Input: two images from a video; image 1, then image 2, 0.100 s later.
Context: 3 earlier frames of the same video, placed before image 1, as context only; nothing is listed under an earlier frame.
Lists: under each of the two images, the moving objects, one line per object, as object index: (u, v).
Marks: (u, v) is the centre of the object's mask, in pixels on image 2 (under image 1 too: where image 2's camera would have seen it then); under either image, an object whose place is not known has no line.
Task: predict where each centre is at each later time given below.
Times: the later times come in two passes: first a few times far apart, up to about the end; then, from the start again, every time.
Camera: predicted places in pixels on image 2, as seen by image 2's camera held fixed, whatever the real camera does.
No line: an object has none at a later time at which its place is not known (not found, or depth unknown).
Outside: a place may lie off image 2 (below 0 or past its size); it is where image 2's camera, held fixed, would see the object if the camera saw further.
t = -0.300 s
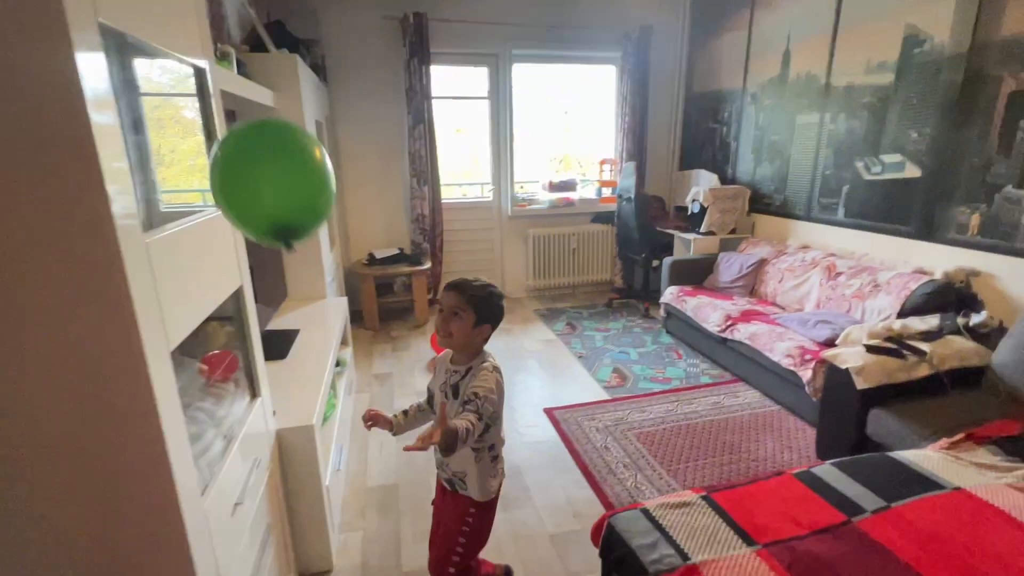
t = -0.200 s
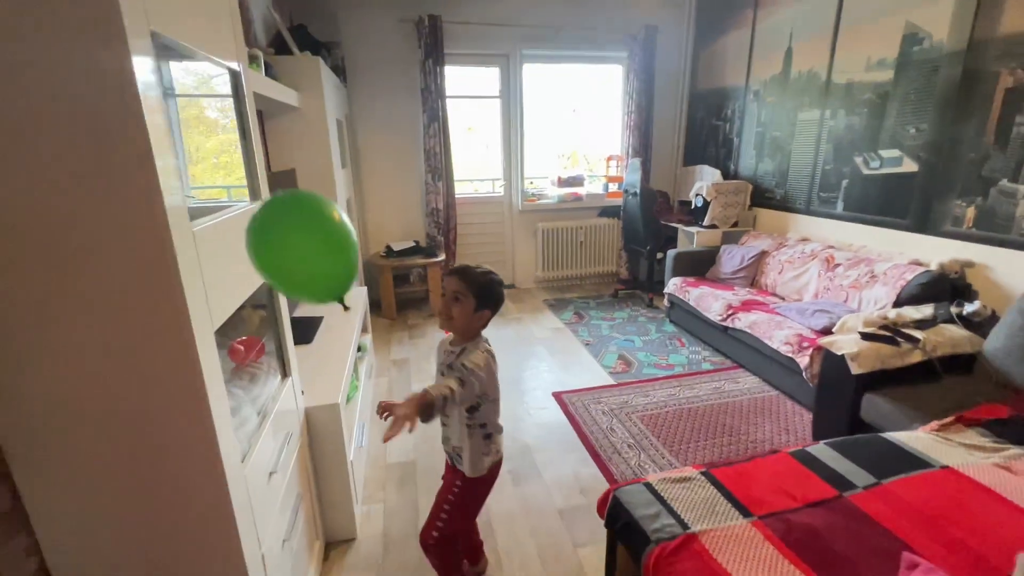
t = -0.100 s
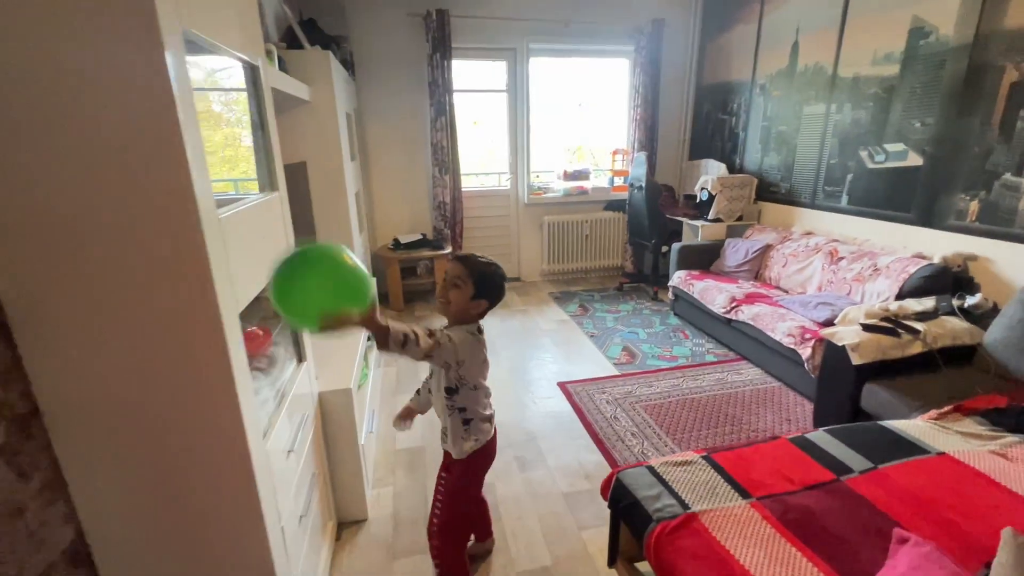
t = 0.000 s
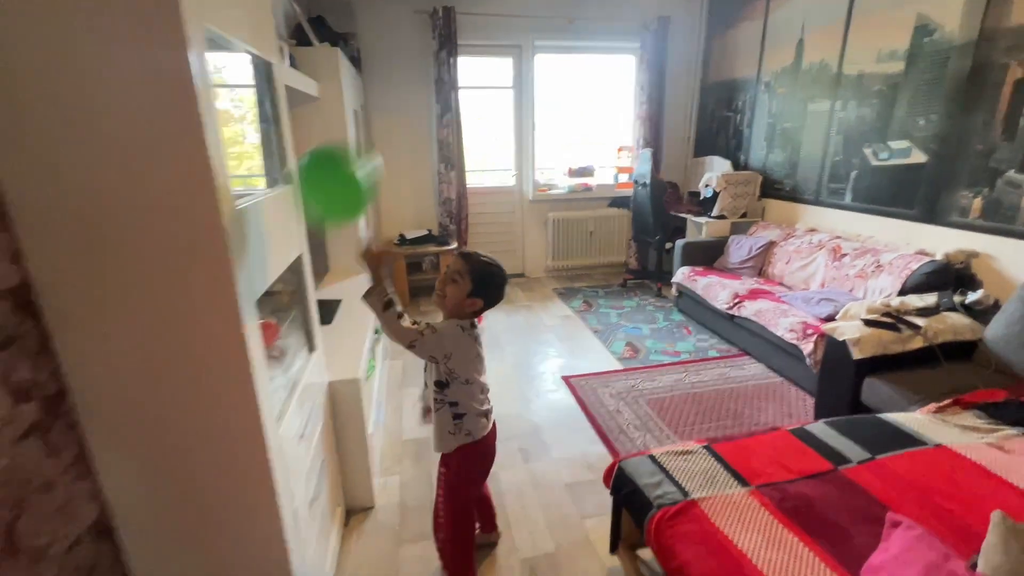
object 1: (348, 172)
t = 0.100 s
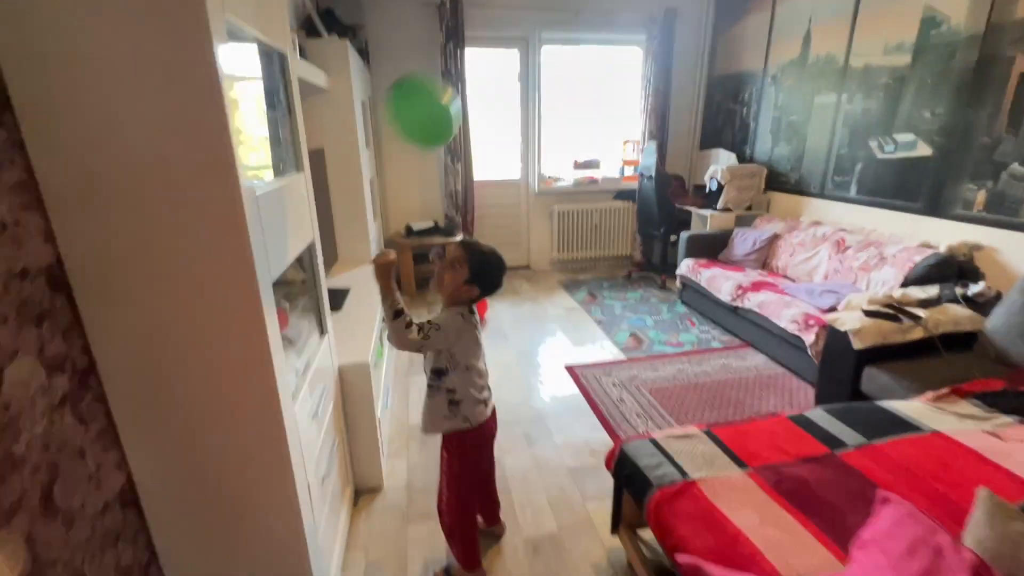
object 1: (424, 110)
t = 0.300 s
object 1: (514, 71)
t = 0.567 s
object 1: (581, 101)
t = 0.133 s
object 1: (441, 100)
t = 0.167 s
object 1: (455, 91)
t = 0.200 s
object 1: (470, 82)
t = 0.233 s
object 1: (485, 75)
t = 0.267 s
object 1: (501, 73)
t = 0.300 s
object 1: (514, 71)
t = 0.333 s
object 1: (525, 70)
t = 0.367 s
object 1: (536, 71)
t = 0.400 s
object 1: (545, 74)
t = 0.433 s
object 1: (554, 78)
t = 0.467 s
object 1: (562, 83)
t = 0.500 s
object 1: (569, 89)
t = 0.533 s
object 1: (575, 95)
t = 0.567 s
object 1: (581, 101)
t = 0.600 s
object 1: (586, 107)
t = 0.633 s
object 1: (590, 114)
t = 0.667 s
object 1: (594, 121)
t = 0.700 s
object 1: (600, 129)
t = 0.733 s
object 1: (605, 137)
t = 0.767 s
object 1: (609, 147)
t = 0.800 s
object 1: (613, 157)
